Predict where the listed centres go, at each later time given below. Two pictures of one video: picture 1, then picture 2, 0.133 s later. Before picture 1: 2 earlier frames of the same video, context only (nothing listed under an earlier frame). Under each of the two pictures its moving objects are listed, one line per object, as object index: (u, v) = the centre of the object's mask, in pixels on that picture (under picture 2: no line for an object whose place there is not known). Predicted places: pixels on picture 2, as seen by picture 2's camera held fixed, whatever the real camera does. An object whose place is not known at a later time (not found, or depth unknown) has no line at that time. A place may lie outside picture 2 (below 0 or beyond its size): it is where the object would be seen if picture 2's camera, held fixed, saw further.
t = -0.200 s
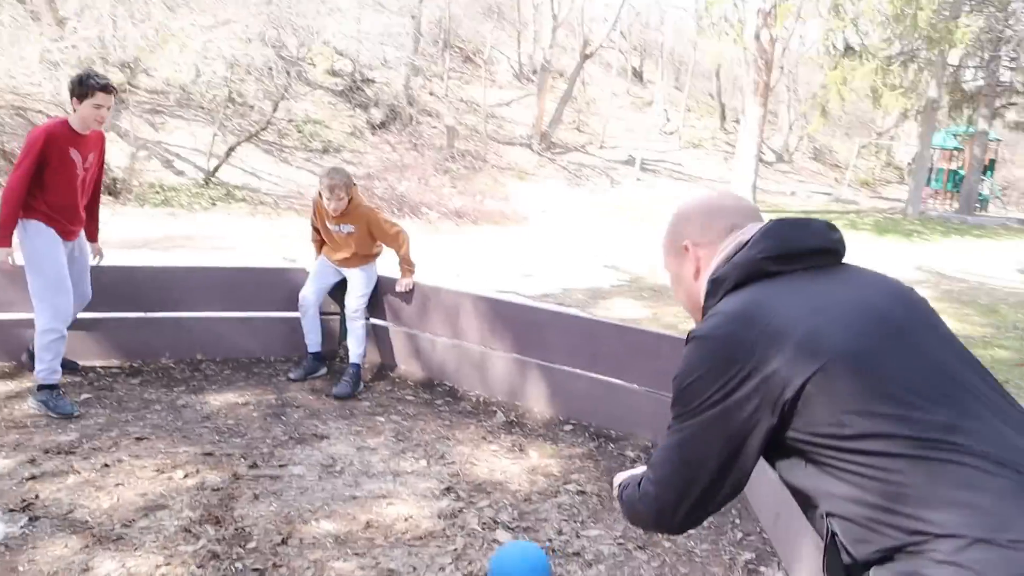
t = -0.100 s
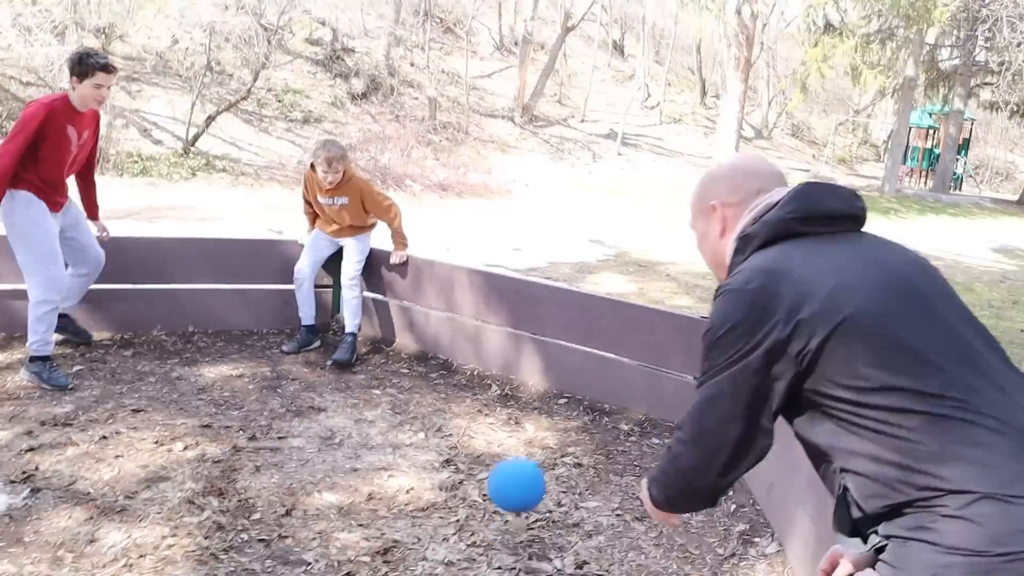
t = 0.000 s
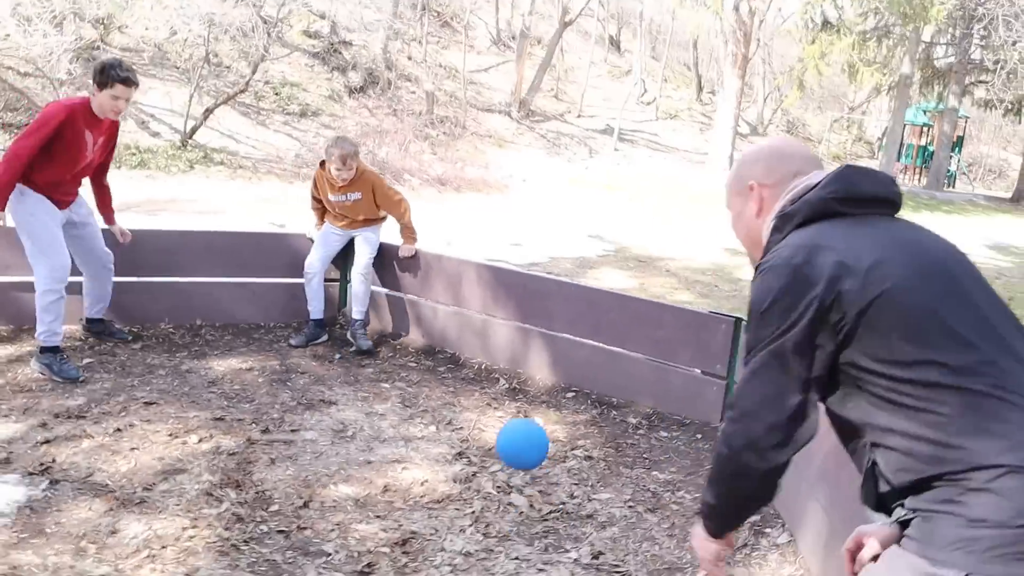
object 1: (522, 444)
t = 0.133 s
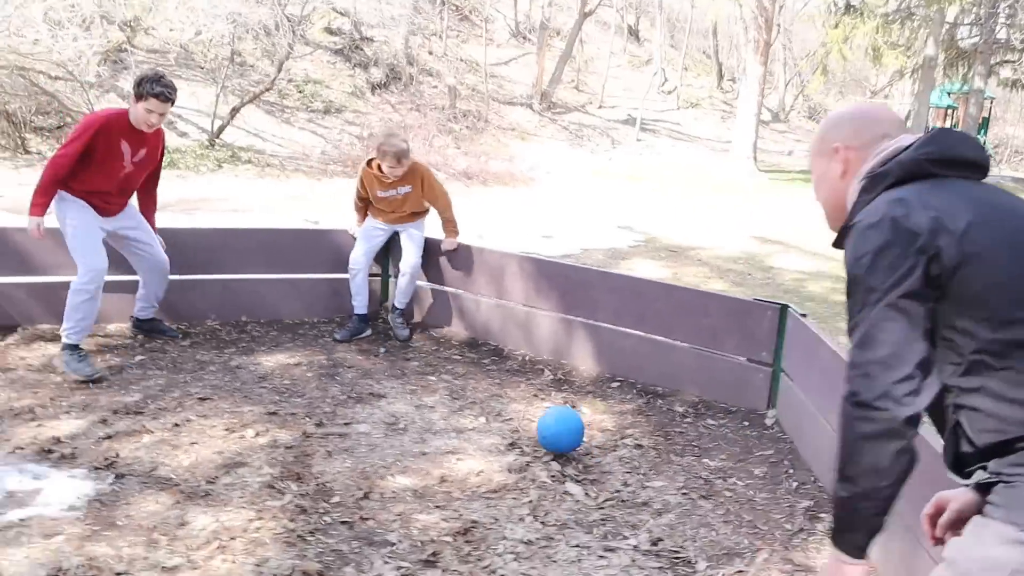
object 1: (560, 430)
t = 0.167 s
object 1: (556, 431)
